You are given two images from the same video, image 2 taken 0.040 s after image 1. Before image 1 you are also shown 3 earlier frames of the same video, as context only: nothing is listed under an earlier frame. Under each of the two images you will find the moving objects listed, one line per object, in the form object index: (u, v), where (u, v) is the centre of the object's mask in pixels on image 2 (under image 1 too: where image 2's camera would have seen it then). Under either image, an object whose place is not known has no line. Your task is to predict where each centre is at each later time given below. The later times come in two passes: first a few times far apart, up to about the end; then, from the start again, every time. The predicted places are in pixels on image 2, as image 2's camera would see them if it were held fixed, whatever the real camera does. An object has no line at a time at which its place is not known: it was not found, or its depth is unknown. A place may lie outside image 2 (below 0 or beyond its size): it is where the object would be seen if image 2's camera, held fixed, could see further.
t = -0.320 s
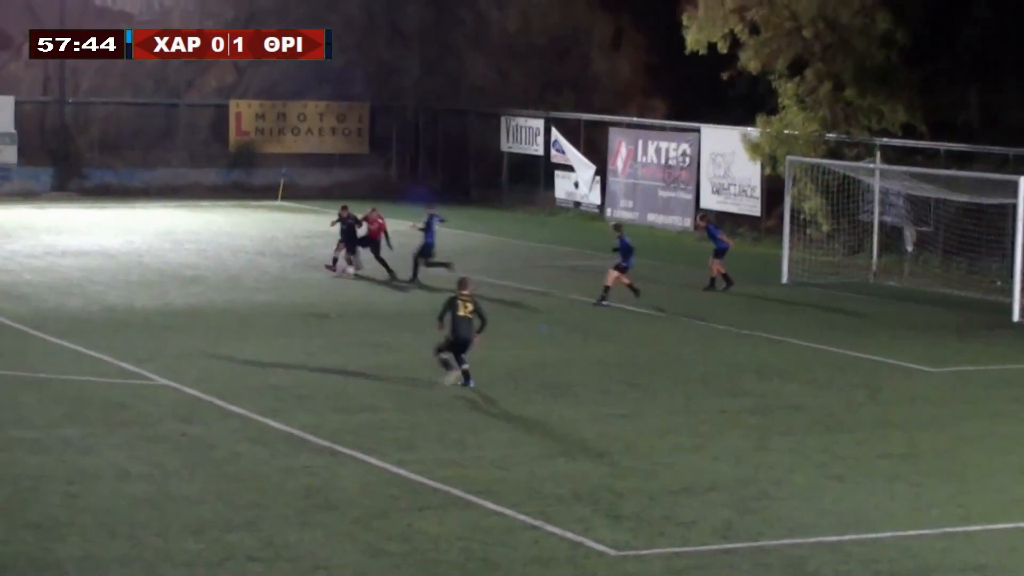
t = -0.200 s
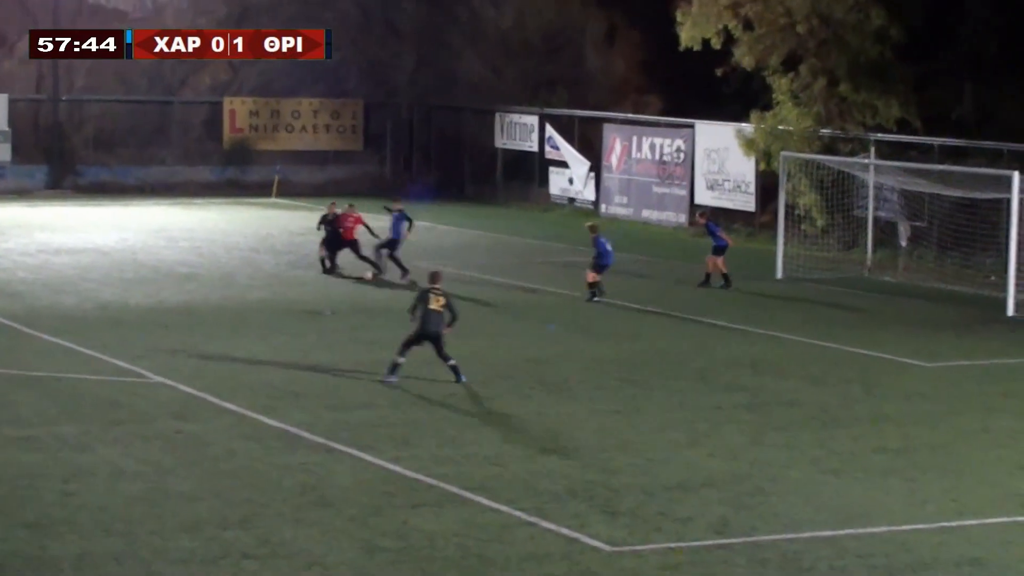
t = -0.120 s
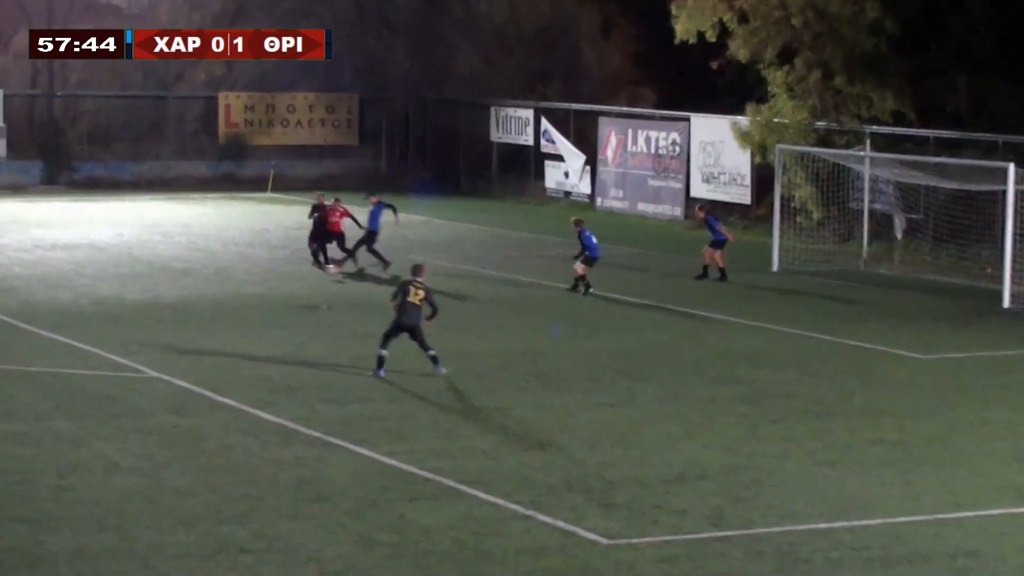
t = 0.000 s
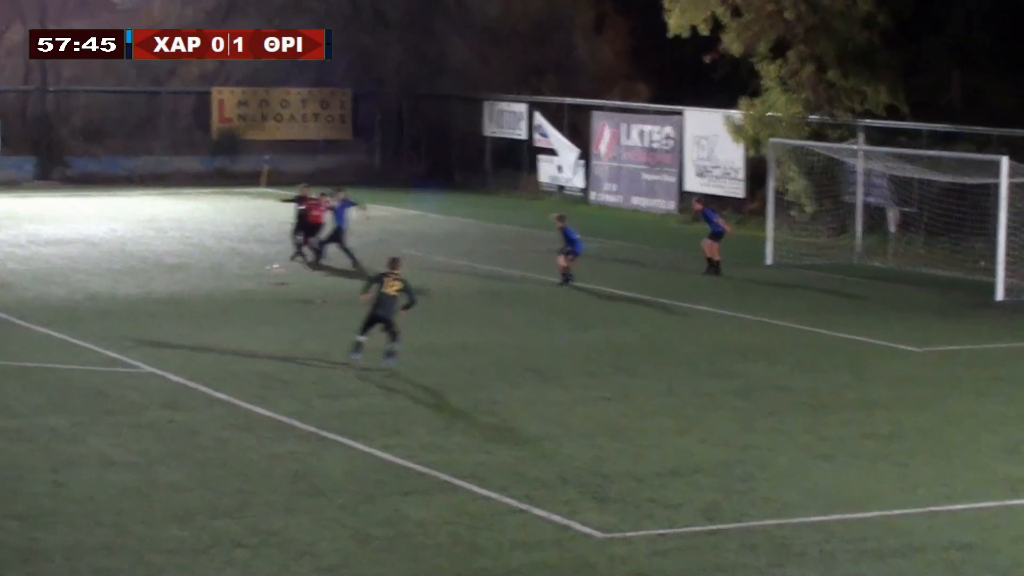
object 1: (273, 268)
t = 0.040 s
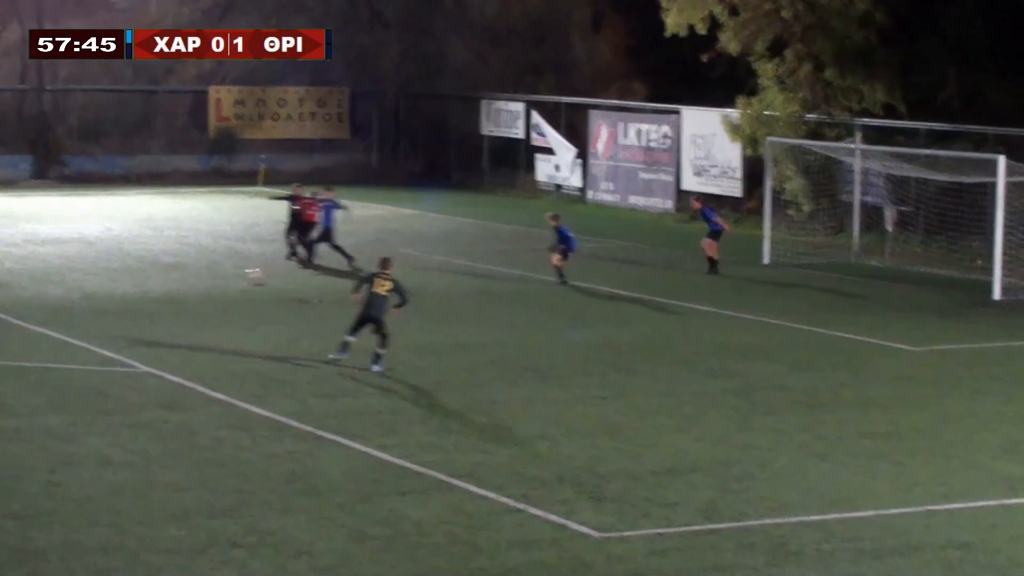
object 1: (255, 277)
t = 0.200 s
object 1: (189, 285)
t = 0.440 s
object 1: (95, 301)
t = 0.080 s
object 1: (238, 279)
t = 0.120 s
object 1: (222, 281)
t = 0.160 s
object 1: (206, 282)
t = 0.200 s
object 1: (189, 285)
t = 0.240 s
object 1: (173, 288)
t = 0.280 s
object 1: (158, 290)
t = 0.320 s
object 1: (143, 293)
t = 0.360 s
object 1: (126, 295)
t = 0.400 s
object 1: (111, 298)
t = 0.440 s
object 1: (95, 301)
